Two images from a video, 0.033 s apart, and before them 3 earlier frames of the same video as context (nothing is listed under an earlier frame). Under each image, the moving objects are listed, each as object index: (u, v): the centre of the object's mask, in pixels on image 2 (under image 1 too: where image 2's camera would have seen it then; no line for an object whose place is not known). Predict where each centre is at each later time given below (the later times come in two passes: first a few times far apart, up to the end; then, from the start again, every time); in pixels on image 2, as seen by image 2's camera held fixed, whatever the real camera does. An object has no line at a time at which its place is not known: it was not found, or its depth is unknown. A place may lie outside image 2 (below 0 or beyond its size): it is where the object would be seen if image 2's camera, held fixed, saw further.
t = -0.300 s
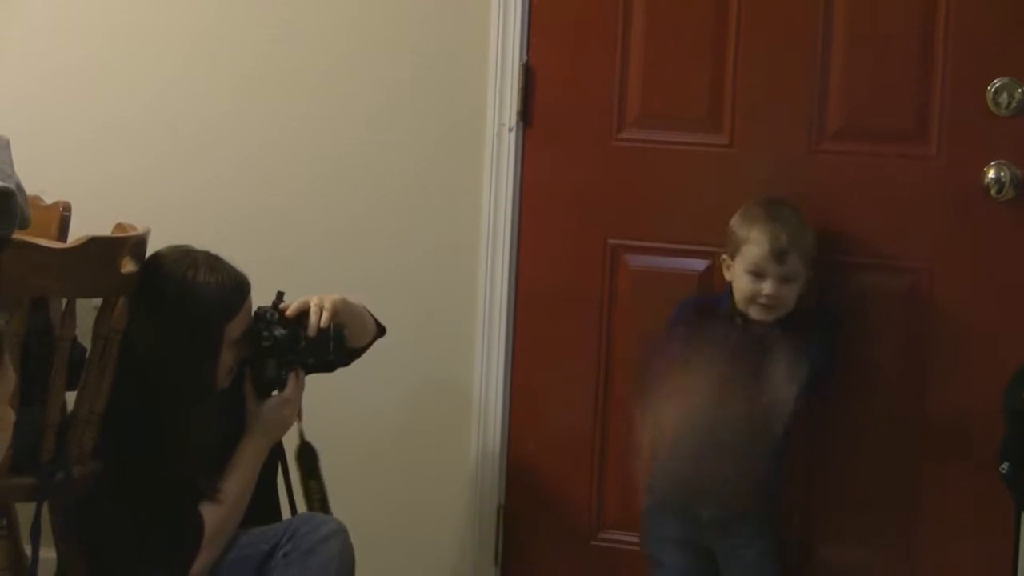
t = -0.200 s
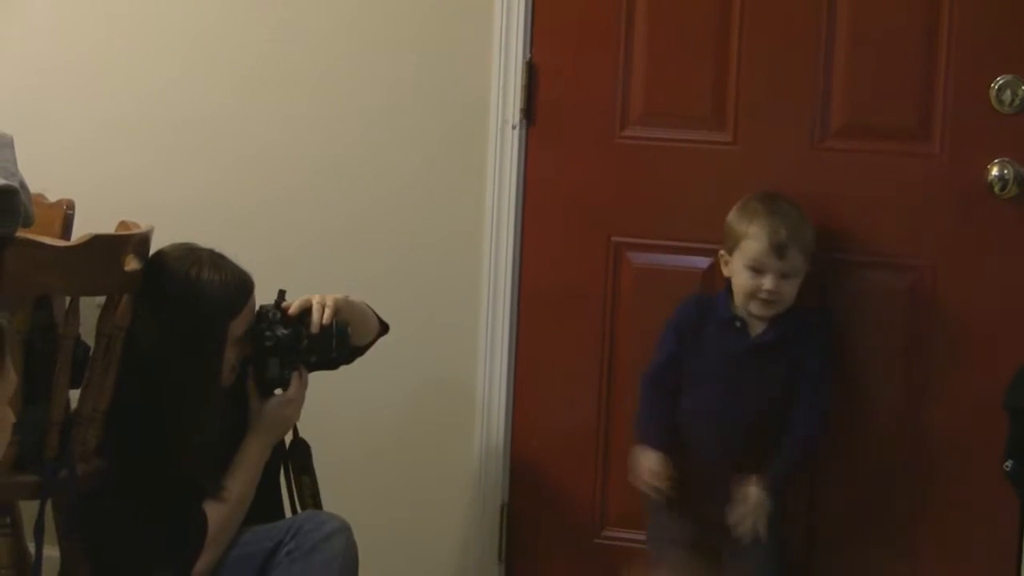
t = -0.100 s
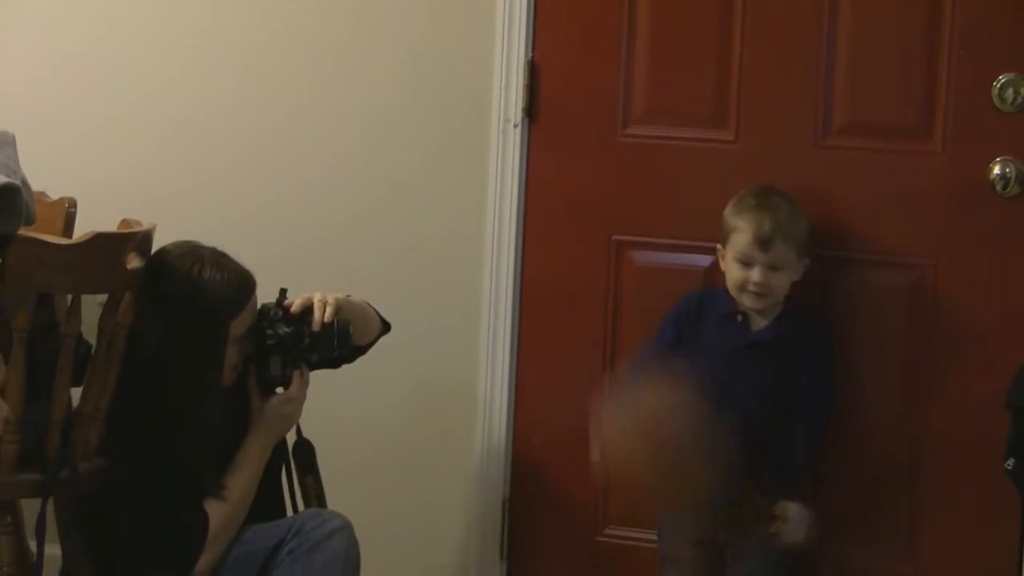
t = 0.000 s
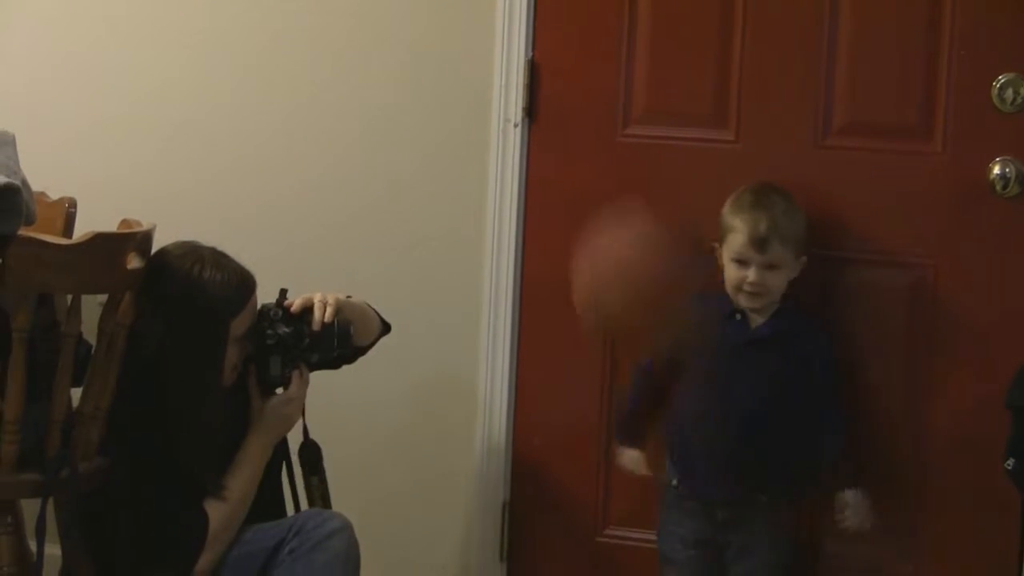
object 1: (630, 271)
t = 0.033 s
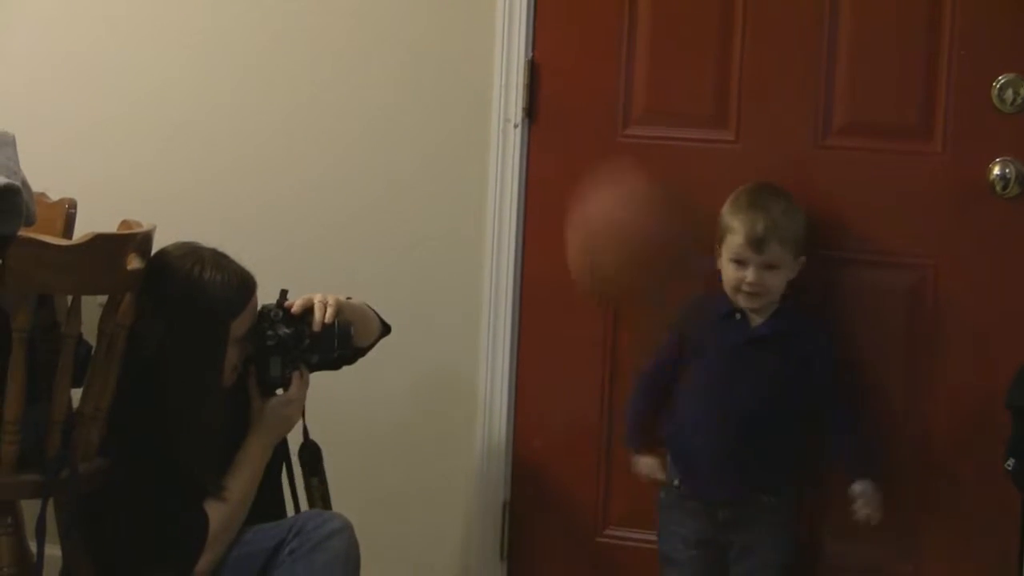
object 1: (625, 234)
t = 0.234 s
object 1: (599, 128)
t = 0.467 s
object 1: (537, 292)
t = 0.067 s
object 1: (631, 205)
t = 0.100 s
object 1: (625, 179)
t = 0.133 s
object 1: (619, 159)
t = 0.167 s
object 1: (612, 142)
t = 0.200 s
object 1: (606, 131)
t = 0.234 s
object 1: (599, 128)
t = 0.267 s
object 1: (591, 130)
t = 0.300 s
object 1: (583, 138)
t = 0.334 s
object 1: (573, 156)
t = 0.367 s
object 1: (564, 179)
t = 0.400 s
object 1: (553, 212)
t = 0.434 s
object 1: (546, 247)
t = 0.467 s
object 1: (537, 292)
